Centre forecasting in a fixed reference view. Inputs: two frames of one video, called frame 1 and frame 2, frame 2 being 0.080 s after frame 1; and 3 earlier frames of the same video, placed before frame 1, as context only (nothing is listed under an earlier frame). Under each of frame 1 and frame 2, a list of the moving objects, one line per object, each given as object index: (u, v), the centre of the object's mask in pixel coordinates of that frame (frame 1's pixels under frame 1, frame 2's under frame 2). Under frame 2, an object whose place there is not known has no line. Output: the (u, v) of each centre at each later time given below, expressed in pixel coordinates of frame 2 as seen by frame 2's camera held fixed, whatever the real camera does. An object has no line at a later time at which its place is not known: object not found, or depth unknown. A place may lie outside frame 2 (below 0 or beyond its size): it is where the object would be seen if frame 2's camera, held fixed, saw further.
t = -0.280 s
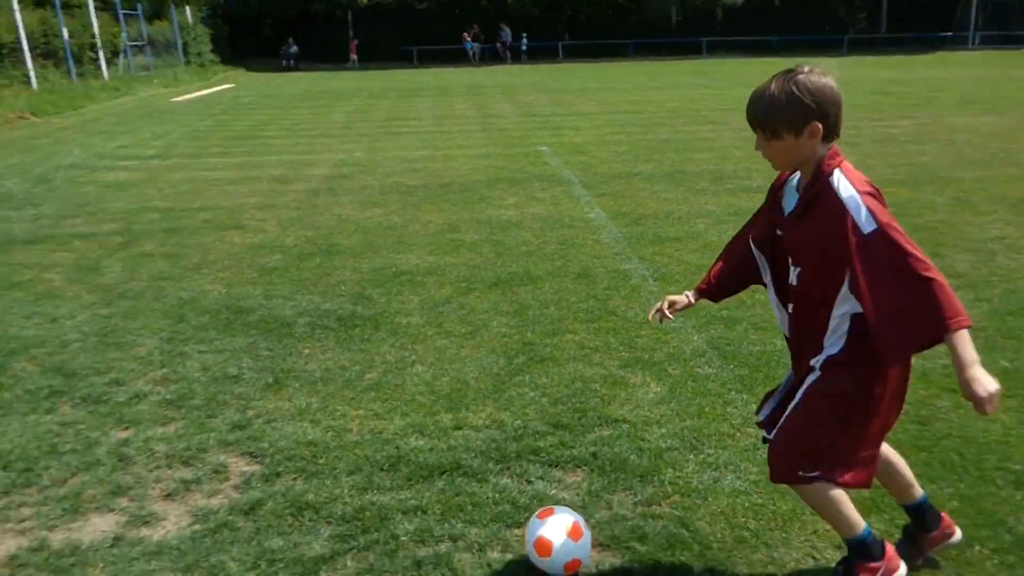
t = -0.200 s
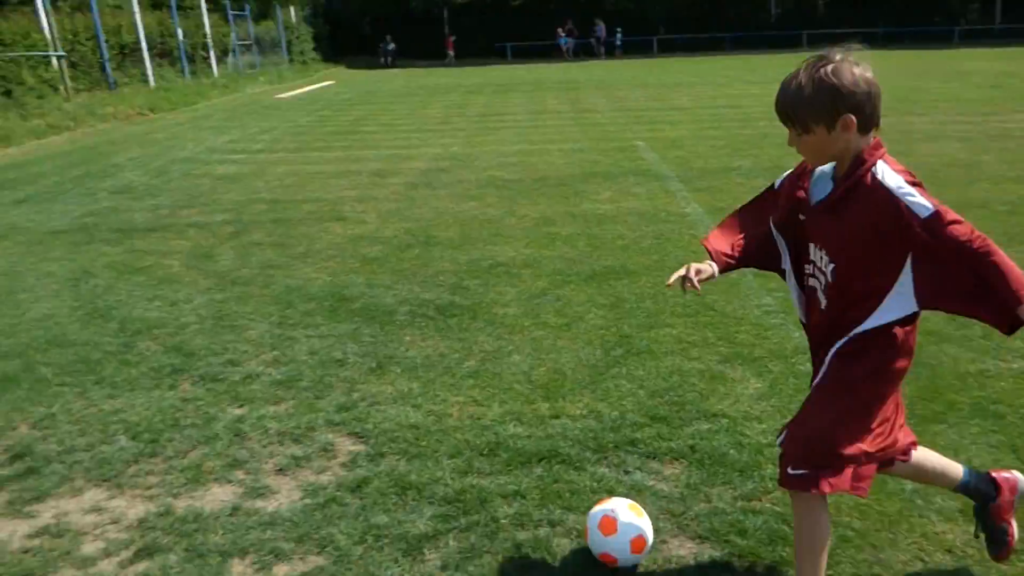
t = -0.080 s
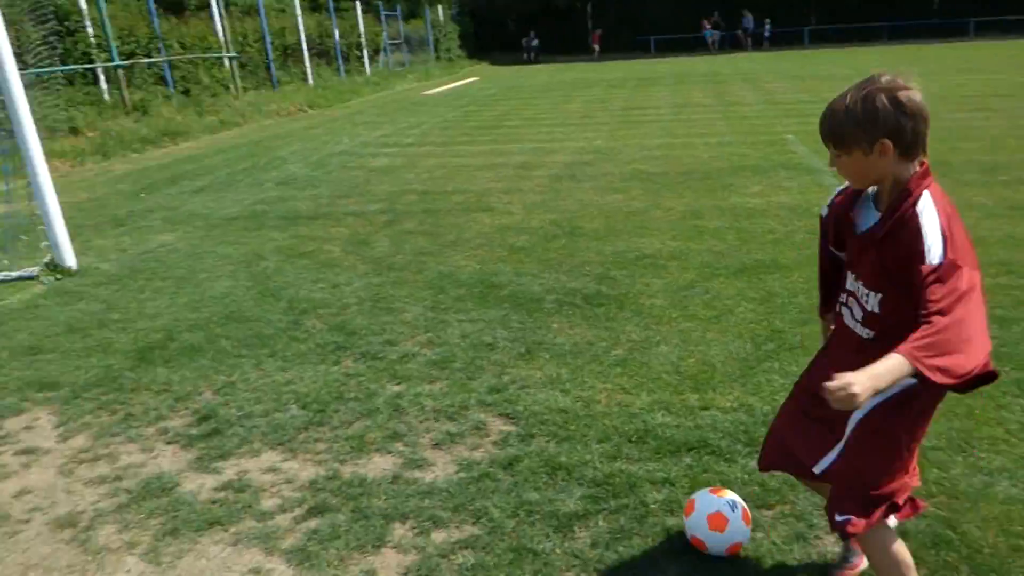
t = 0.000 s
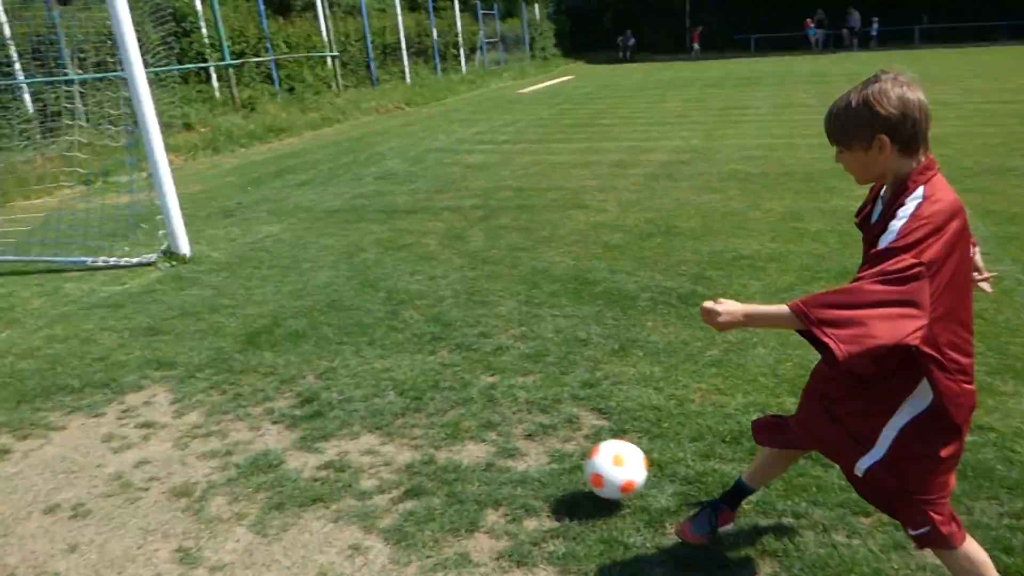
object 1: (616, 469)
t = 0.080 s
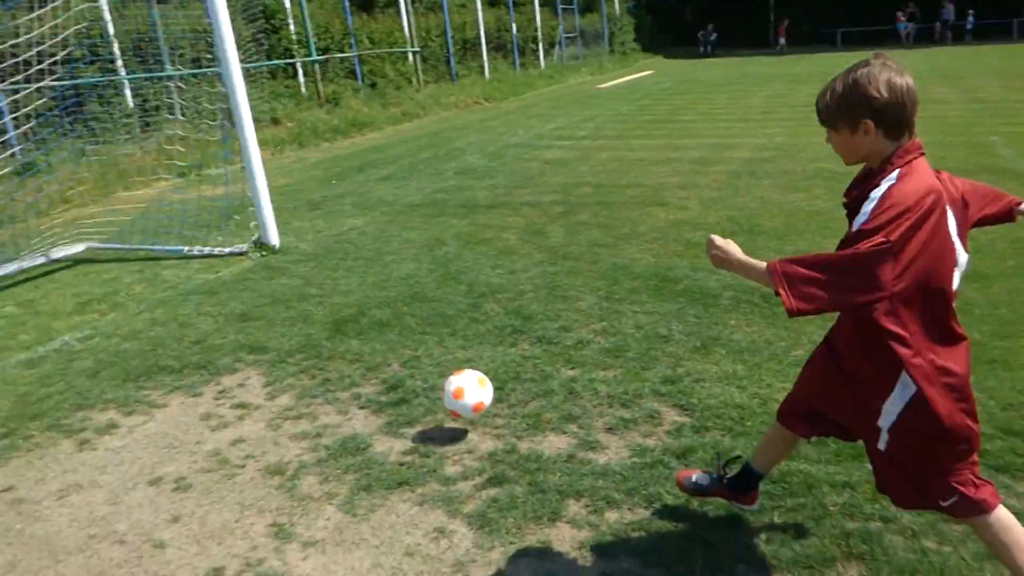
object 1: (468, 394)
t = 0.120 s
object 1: (381, 371)
